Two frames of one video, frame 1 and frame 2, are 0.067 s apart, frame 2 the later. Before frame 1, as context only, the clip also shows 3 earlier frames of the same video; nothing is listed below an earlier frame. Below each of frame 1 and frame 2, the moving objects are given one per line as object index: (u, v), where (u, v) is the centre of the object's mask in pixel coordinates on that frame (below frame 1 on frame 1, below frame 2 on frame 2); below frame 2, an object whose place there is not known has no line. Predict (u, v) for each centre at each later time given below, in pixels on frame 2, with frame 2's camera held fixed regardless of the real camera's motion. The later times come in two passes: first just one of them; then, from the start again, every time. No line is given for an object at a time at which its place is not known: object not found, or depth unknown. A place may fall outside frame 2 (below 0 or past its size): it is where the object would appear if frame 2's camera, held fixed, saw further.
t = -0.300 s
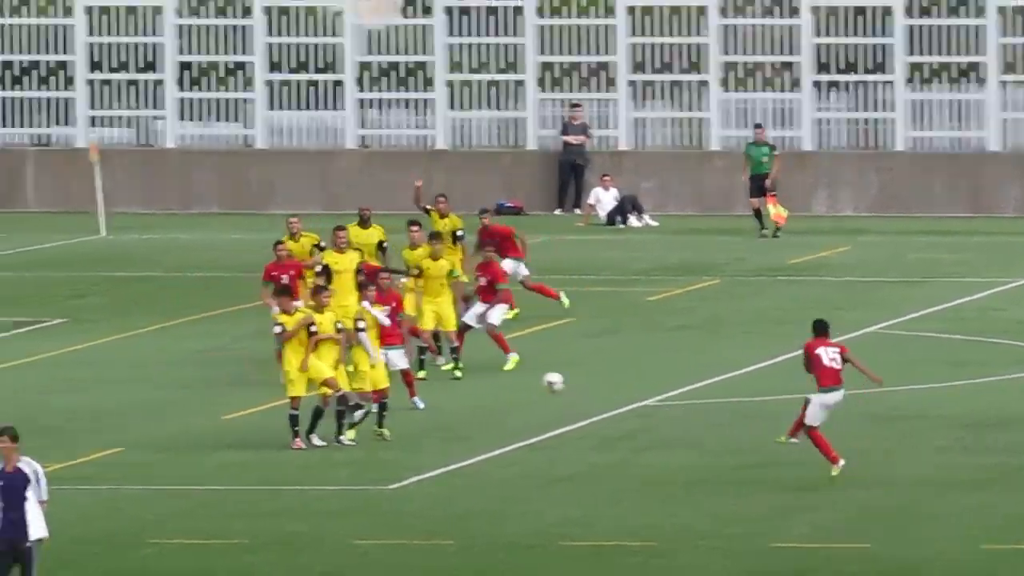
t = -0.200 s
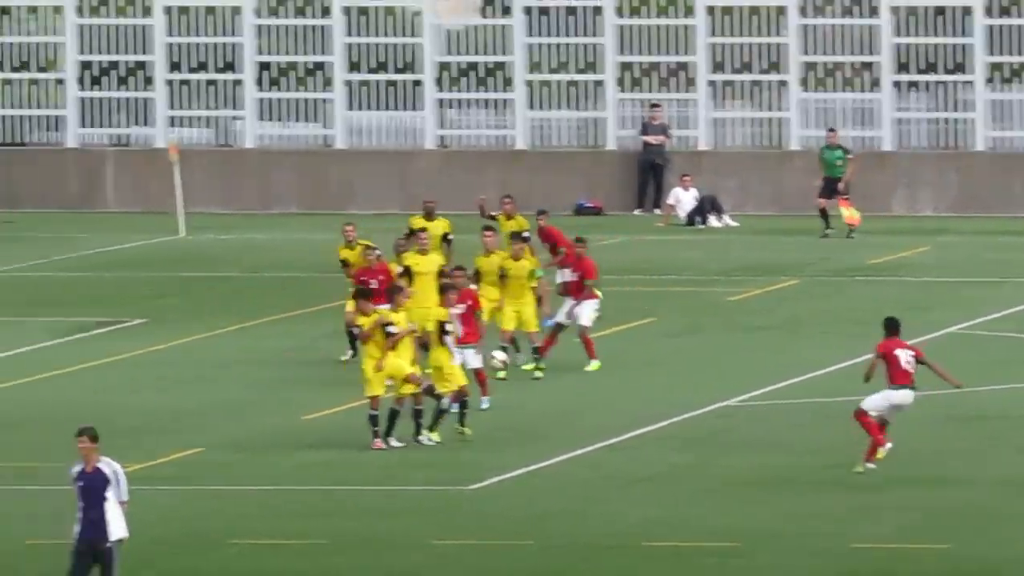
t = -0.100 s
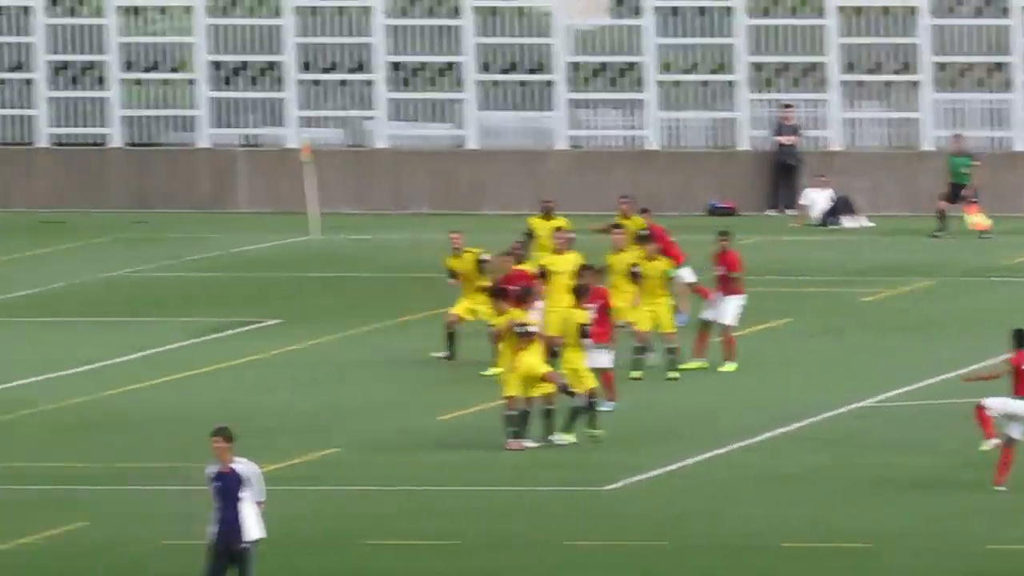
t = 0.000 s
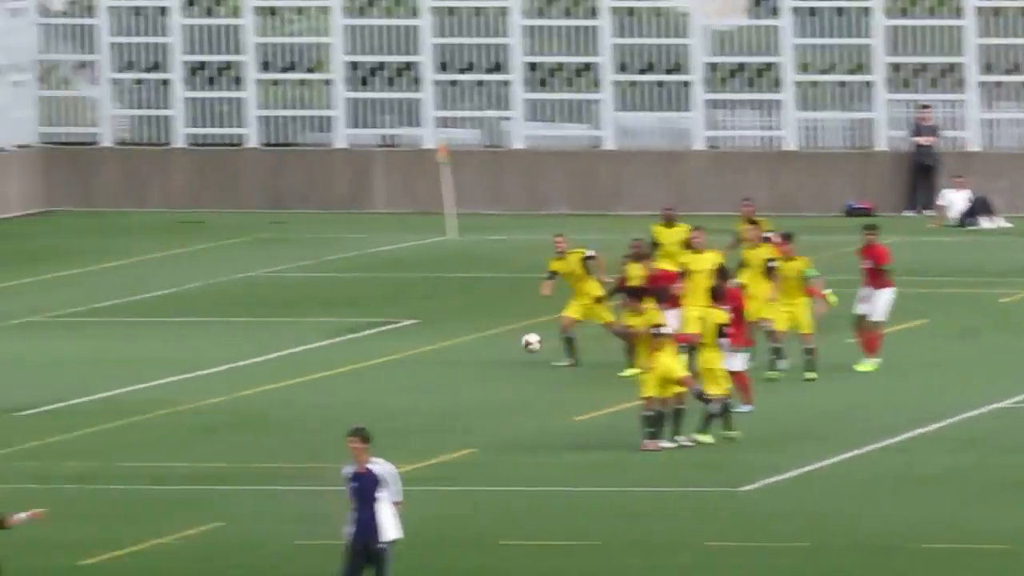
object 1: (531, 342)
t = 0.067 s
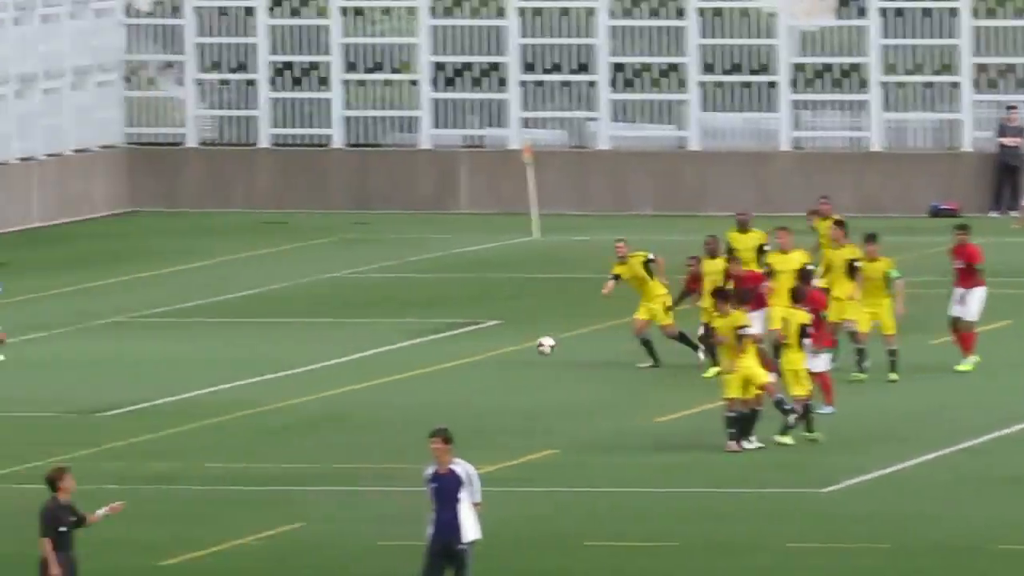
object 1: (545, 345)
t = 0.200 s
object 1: (426, 353)
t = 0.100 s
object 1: (515, 347)
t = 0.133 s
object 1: (484, 349)
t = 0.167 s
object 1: (455, 351)
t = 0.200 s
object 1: (426, 353)
